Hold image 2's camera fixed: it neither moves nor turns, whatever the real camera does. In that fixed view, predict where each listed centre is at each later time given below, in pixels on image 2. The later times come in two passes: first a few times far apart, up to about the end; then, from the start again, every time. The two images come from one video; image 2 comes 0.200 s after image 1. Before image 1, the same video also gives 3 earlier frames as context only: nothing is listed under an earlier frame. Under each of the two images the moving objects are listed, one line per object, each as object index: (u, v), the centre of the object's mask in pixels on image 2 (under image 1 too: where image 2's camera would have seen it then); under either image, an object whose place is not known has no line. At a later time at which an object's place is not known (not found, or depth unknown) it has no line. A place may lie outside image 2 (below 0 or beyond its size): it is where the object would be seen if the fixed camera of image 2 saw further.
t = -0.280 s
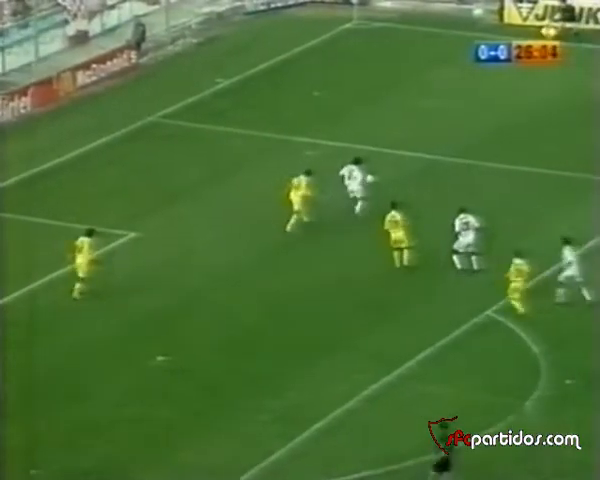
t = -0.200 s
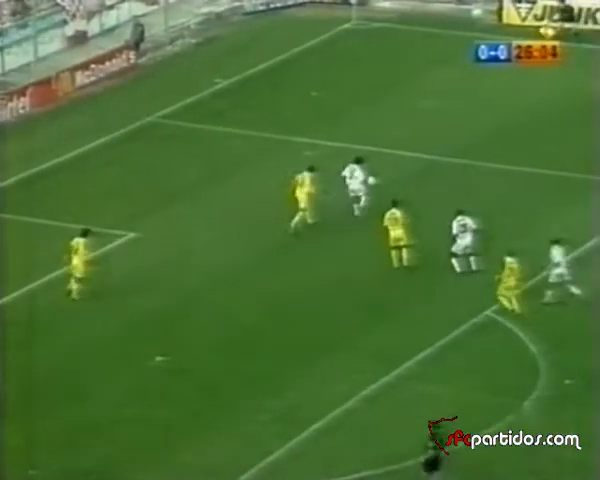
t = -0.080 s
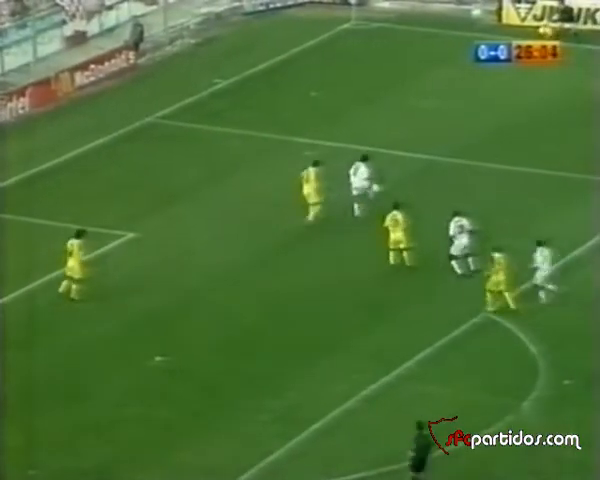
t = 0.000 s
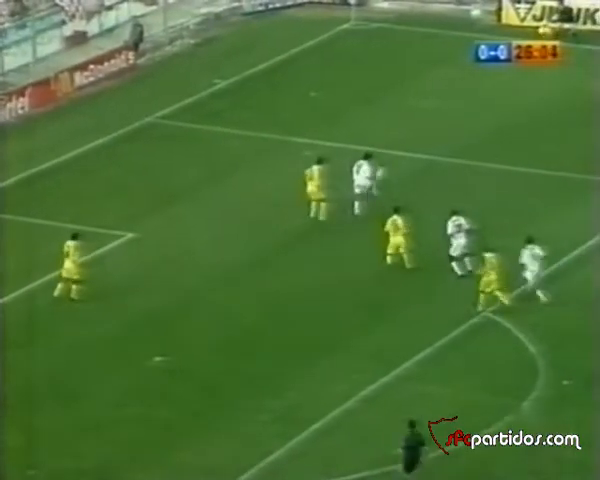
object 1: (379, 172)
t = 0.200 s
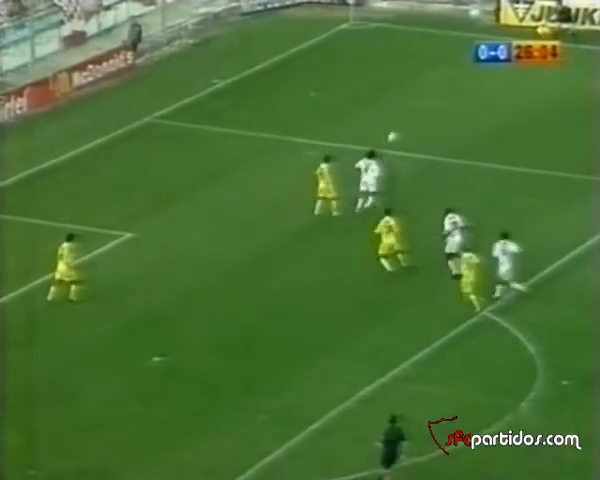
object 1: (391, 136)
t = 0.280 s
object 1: (397, 126)
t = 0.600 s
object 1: (417, 107)
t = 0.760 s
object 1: (426, 112)
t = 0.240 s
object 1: (394, 131)
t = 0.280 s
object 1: (397, 126)
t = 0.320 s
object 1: (399, 122)
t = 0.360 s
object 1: (402, 118)
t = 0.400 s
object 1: (404, 114)
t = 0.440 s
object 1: (407, 112)
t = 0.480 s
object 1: (409, 110)
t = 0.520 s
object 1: (412, 108)
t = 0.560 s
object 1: (414, 108)
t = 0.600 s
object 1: (417, 107)
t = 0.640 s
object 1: (418, 107)
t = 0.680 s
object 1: (421, 109)
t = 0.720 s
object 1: (423, 110)
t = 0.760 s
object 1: (426, 112)
